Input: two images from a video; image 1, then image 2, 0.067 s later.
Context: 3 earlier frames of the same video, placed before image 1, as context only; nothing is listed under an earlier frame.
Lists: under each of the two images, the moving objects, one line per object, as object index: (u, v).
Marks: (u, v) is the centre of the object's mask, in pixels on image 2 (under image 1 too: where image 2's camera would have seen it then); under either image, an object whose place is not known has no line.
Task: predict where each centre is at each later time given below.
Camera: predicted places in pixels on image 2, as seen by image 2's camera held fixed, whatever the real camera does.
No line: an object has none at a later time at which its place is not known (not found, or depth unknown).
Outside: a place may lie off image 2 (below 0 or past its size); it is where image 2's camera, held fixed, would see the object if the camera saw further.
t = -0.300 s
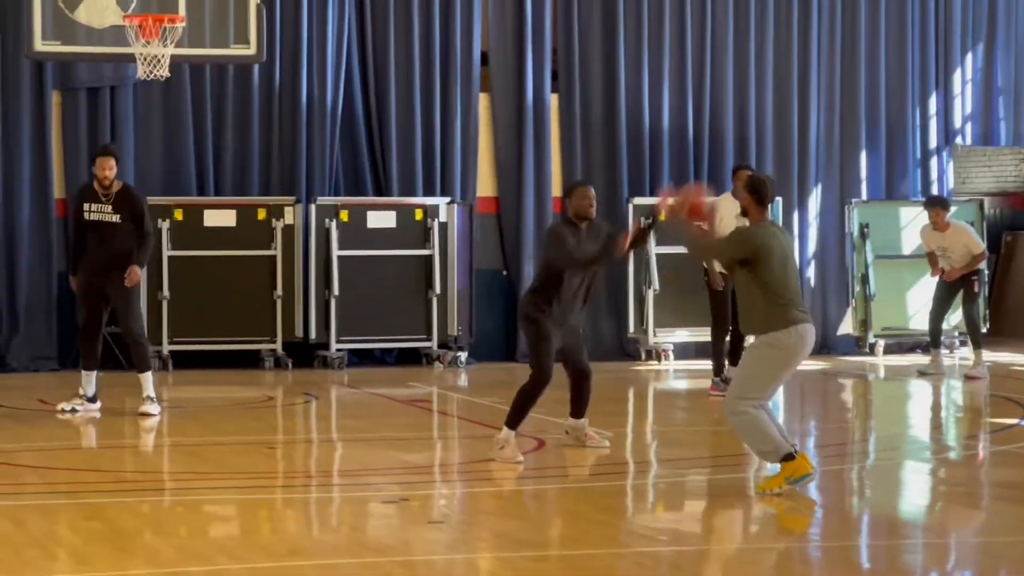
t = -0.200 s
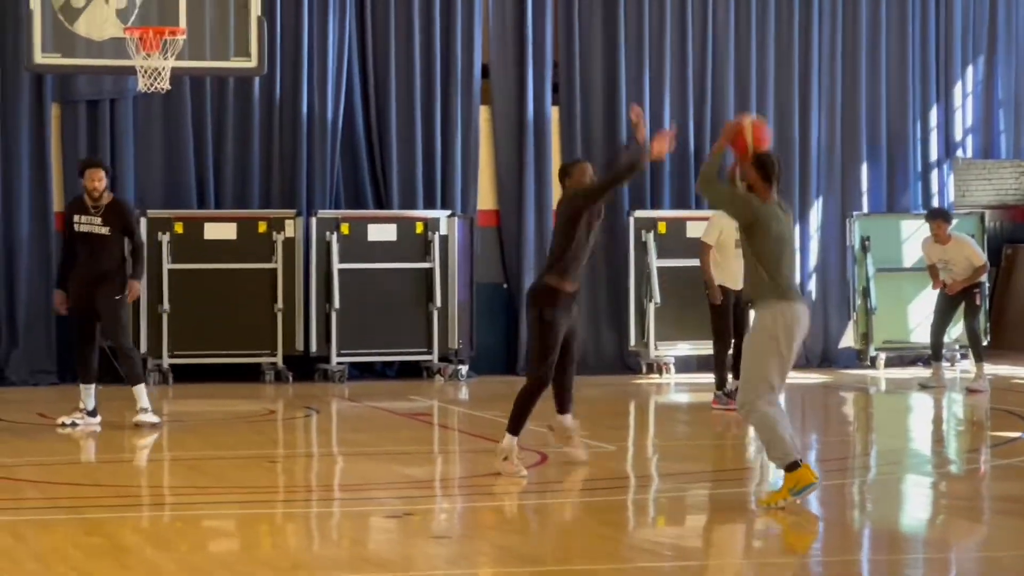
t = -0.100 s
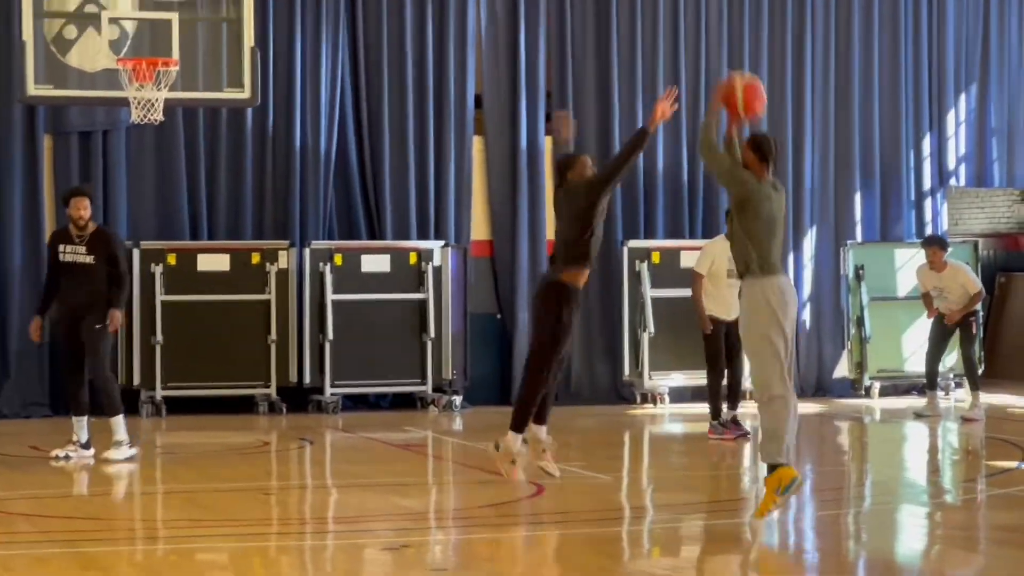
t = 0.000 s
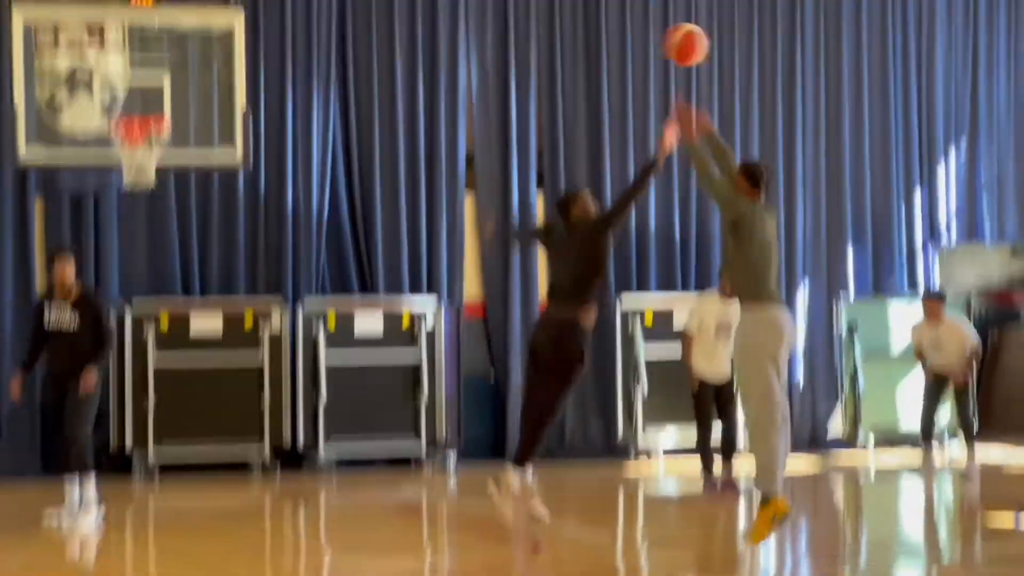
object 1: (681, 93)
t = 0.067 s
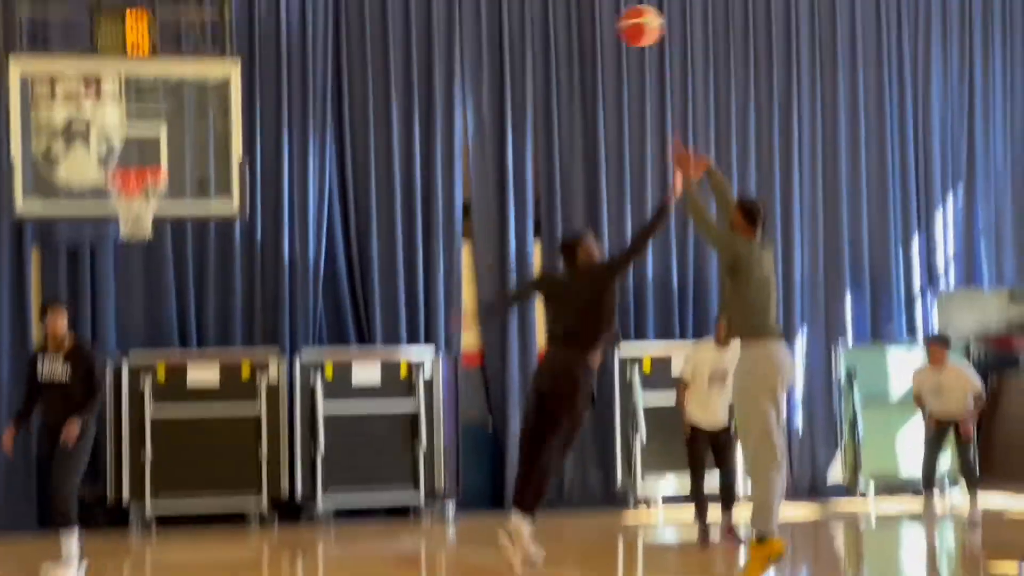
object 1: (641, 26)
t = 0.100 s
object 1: (622, -3)
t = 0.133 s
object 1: (603, -31)
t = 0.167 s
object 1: (585, -55)
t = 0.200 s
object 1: (567, -76)
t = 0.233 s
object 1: (550, -94)
